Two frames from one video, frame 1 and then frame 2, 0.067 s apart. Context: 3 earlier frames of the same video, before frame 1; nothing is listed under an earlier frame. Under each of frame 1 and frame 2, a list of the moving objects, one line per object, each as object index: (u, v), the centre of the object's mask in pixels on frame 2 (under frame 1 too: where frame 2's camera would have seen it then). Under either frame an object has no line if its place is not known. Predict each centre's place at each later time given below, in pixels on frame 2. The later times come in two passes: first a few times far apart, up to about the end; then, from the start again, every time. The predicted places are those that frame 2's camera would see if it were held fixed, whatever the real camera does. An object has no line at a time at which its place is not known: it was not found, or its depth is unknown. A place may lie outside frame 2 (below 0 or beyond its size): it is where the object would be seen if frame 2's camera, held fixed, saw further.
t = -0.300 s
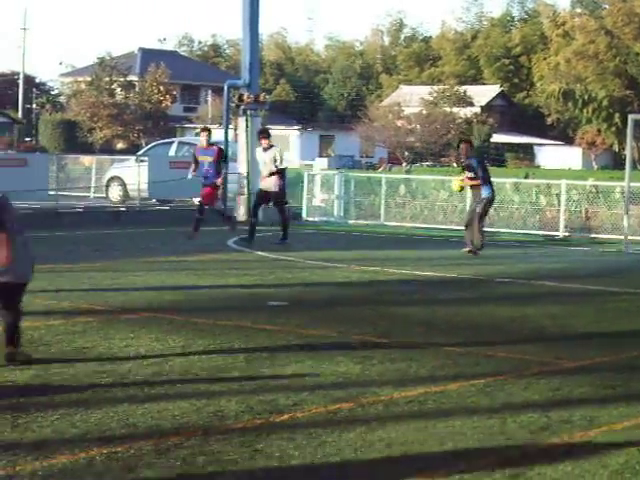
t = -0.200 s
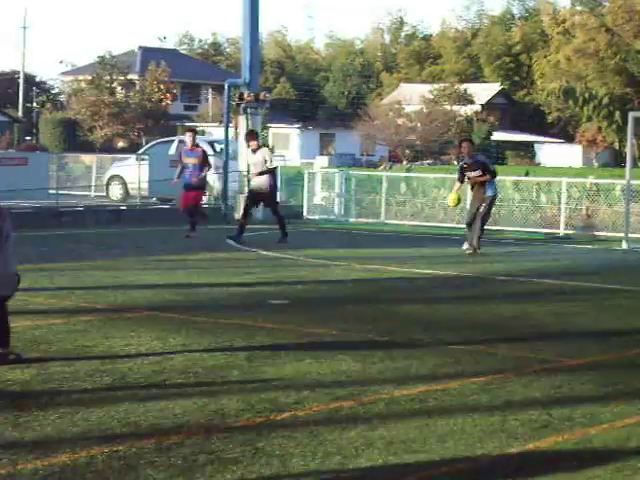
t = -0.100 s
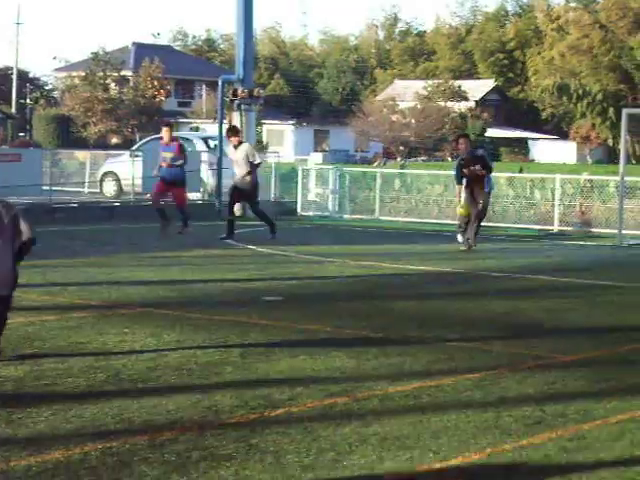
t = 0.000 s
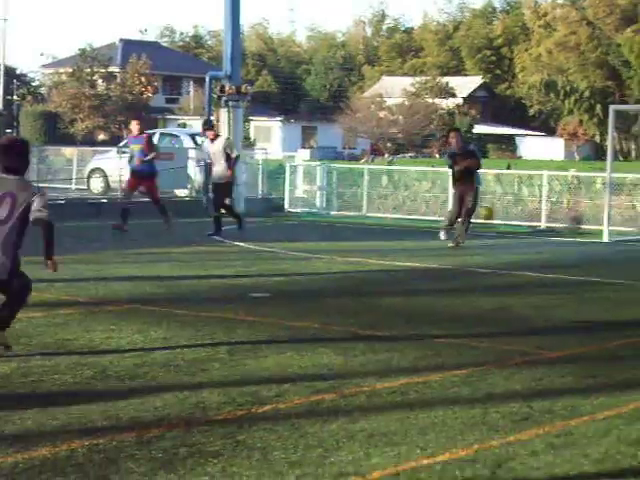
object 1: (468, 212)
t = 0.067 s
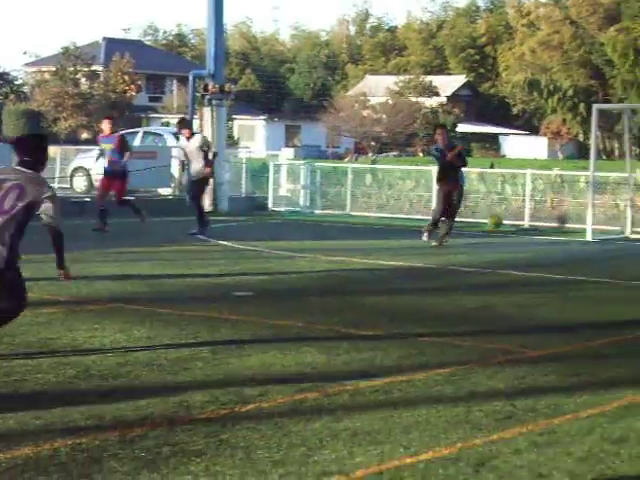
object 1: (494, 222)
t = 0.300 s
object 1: (585, 253)
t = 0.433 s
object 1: (637, 250)
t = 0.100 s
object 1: (508, 227)
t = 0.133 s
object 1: (521, 235)
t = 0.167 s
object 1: (534, 243)
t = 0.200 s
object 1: (547, 252)
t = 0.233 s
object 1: (563, 261)
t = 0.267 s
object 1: (574, 257)
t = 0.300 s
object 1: (585, 253)
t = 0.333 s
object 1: (598, 251)
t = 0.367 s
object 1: (610, 250)
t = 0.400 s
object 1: (624, 249)
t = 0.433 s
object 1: (637, 250)
